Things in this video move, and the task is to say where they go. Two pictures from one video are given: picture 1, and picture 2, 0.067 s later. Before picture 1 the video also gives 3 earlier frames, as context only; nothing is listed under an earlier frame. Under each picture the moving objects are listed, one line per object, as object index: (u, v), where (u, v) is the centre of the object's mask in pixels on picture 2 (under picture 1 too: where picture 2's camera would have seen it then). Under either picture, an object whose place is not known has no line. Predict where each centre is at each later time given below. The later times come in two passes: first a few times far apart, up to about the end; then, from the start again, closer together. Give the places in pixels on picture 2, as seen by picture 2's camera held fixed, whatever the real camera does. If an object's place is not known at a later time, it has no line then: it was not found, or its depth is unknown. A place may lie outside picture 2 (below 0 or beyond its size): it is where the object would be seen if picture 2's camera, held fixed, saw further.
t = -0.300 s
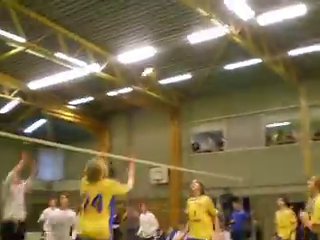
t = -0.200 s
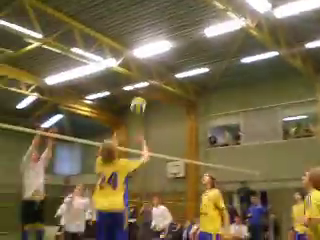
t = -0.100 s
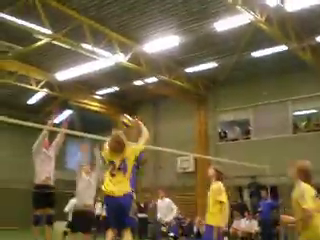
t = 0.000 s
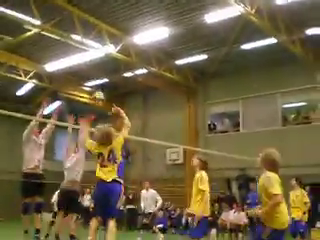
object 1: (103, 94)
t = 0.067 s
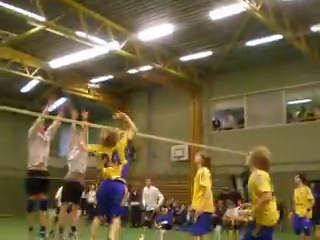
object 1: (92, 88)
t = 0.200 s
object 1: (75, 84)
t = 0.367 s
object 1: (54, 96)
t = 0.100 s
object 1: (88, 87)
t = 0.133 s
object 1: (83, 86)
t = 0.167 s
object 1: (78, 85)
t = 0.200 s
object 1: (75, 84)
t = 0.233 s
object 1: (70, 86)
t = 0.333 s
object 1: (59, 93)
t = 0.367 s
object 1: (54, 96)
